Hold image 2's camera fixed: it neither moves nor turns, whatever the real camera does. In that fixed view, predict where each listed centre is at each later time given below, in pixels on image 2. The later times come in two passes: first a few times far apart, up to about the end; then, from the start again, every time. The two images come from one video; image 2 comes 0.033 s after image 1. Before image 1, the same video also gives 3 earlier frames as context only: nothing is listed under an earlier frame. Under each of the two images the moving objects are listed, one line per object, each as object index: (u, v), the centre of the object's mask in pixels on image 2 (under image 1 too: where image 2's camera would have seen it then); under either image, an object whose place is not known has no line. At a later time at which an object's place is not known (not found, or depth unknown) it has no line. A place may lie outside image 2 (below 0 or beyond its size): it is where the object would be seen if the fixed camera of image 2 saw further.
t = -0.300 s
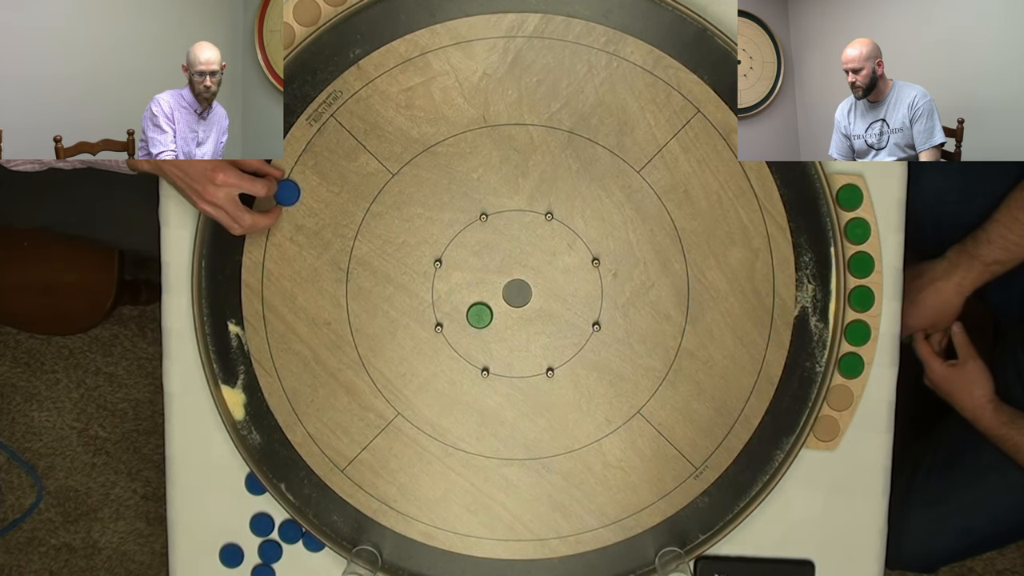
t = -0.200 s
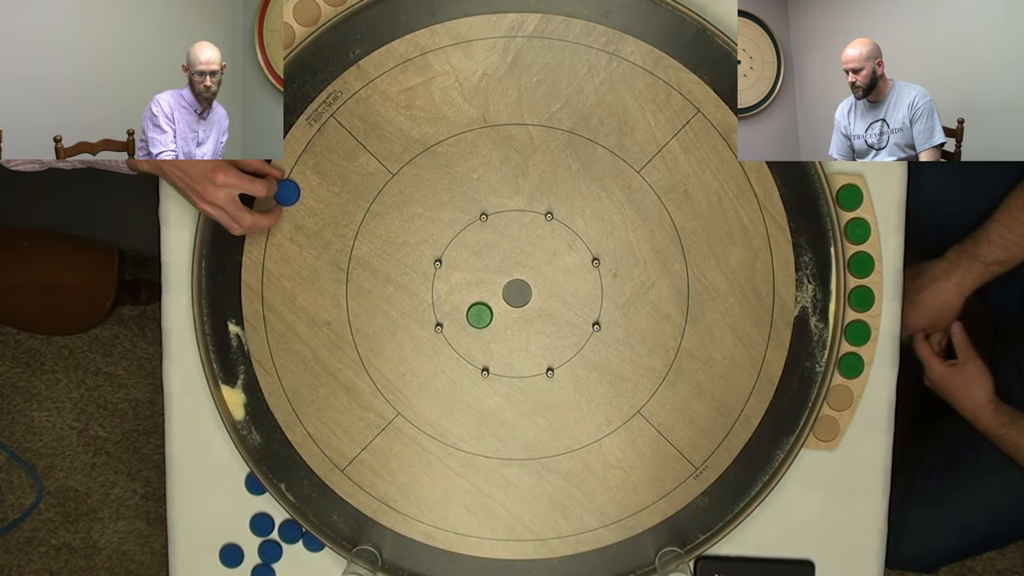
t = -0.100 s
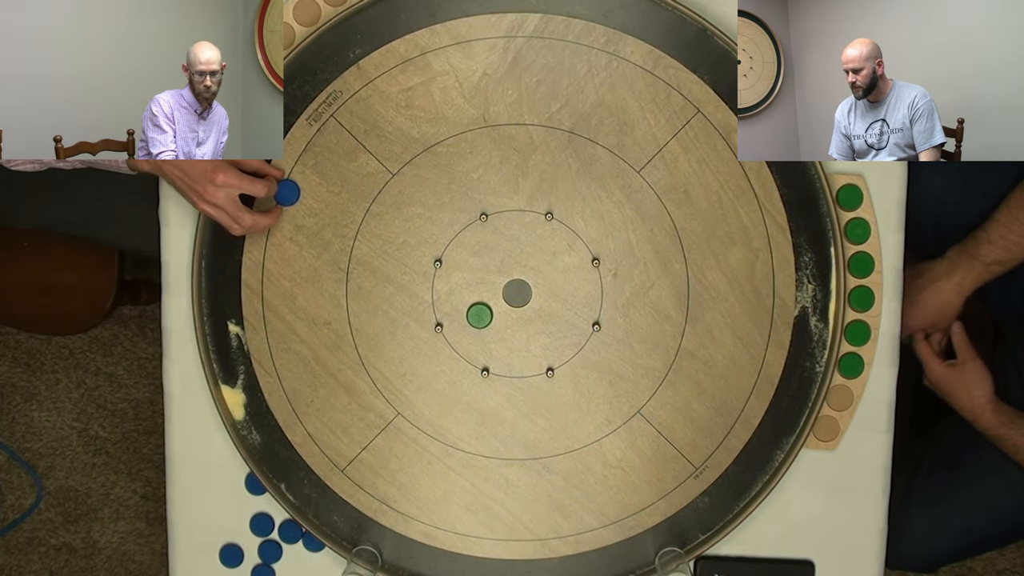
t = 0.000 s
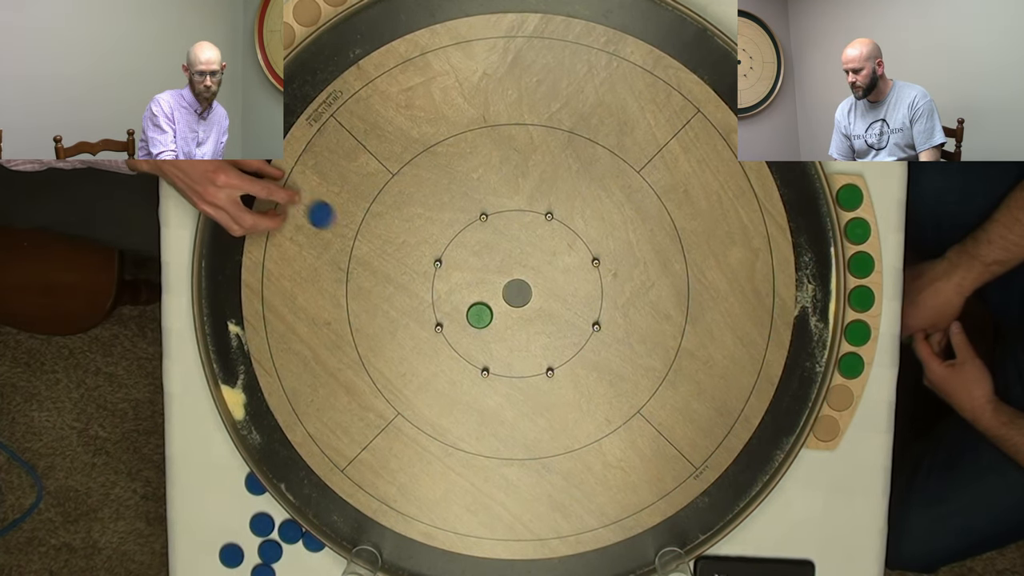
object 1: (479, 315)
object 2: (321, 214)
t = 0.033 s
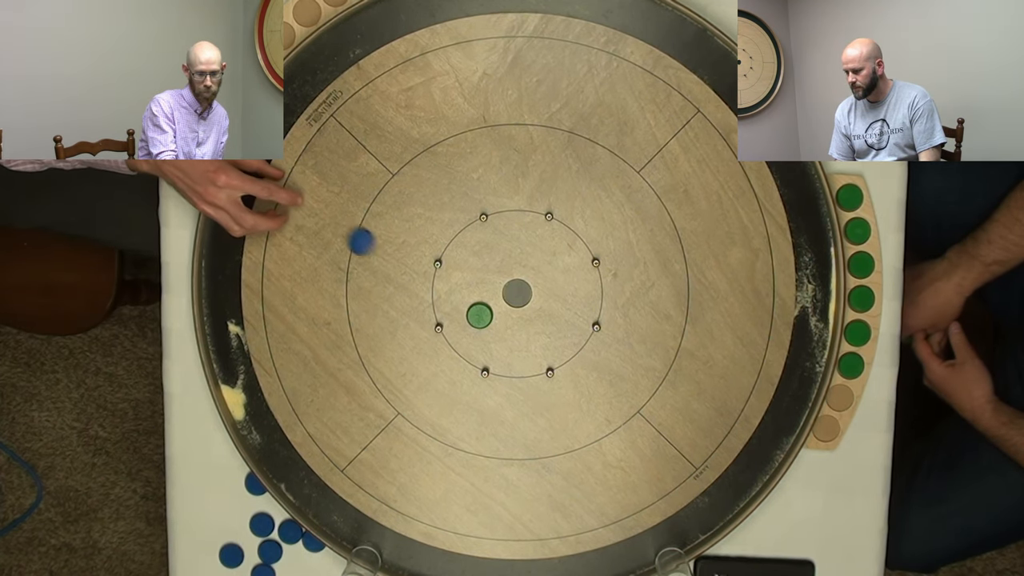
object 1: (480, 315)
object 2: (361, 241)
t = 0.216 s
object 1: (578, 366)
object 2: (462, 319)
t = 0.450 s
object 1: (760, 460)
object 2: (463, 322)
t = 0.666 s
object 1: (760, 453)
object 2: (463, 322)
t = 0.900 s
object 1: (768, 459)
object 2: (463, 322)
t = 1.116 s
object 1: (768, 459)
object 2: (463, 322)
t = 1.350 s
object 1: (768, 459)
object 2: (463, 322)
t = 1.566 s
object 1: (768, 459)
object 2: (463, 322)
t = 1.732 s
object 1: (768, 458)
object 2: (463, 322)
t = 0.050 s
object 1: (479, 315)
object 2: (380, 254)
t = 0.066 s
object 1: (480, 315)
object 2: (399, 267)
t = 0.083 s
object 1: (479, 315)
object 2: (419, 280)
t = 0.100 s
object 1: (480, 315)
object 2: (439, 293)
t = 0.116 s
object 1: (480, 316)
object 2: (455, 304)
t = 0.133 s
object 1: (498, 325)
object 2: (456, 307)
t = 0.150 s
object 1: (514, 333)
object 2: (458, 310)
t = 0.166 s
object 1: (531, 341)
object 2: (459, 313)
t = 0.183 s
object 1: (547, 350)
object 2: (460, 315)
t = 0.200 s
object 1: (562, 358)
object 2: (461, 317)
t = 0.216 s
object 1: (578, 366)
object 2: (462, 319)
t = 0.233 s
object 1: (592, 373)
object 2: (462, 320)
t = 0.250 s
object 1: (607, 381)
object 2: (463, 321)
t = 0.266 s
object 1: (621, 388)
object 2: (463, 322)
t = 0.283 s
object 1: (635, 395)
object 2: (463, 322)
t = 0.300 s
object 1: (649, 402)
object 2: (463, 322)
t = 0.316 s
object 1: (662, 410)
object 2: (463, 322)
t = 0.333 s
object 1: (676, 416)
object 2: (463, 322)
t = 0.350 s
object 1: (689, 423)
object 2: (463, 322)
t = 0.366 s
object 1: (702, 430)
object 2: (463, 322)
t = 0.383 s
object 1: (714, 436)
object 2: (463, 322)
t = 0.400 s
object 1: (726, 443)
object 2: (463, 322)
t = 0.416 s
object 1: (738, 449)
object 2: (463, 322)
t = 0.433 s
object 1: (749, 455)
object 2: (463, 322)
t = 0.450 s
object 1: (760, 460)
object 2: (463, 322)
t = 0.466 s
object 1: (762, 461)
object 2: (463, 322)
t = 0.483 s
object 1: (757, 455)
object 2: (463, 322)
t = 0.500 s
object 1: (754, 453)
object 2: (463, 322)
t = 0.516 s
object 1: (758, 455)
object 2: (463, 322)
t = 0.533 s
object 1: (762, 458)
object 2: (463, 322)
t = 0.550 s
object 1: (767, 460)
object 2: (463, 323)
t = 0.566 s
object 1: (765, 458)
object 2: (463, 323)
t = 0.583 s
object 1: (762, 455)
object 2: (463, 322)
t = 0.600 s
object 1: (759, 453)
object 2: (463, 322)
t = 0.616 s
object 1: (756, 451)
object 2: (463, 322)
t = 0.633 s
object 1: (756, 451)
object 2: (463, 323)
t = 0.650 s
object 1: (758, 452)
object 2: (463, 323)
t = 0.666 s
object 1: (760, 453)
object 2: (463, 322)
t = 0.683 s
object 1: (761, 454)
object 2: (463, 322)
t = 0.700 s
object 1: (763, 455)
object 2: (463, 322)
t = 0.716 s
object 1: (764, 456)
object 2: (463, 323)
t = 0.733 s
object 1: (765, 457)
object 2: (463, 323)
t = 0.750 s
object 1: (766, 458)
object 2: (463, 323)
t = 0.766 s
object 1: (767, 458)
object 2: (463, 322)
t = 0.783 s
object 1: (767, 459)
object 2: (463, 323)
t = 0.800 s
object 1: (768, 459)
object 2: (463, 323)
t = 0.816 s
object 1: (768, 459)
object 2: (463, 323)
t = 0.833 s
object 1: (768, 459)
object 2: (463, 323)
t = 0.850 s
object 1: (768, 459)
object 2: (463, 322)
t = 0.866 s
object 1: (768, 459)
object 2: (463, 322)
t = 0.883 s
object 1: (768, 459)
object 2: (463, 322)
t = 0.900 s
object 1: (768, 459)
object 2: (463, 322)
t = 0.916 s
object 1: (768, 459)
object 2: (463, 322)
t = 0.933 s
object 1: (768, 459)
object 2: (463, 323)
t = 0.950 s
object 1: (768, 459)
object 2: (463, 323)
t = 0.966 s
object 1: (768, 459)
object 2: (463, 323)
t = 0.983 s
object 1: (768, 459)
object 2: (463, 323)
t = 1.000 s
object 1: (768, 459)
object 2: (463, 323)
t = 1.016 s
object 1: (768, 459)
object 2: (463, 323)
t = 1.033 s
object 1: (768, 459)
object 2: (463, 322)
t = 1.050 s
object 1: (768, 459)
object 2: (463, 323)
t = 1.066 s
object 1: (768, 459)
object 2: (463, 322)
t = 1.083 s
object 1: (768, 459)
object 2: (463, 323)
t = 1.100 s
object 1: (768, 459)
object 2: (463, 323)
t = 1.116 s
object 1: (768, 459)
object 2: (463, 322)
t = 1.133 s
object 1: (768, 459)
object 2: (463, 322)
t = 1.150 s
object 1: (768, 459)
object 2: (463, 323)
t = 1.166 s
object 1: (768, 459)
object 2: (463, 322)
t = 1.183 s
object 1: (768, 459)
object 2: (463, 322)
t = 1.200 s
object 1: (768, 459)
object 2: (463, 322)
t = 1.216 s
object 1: (768, 459)
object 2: (463, 323)
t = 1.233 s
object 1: (768, 459)
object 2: (463, 322)
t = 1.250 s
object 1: (768, 459)
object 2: (463, 322)
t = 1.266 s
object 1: (768, 459)
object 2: (463, 322)
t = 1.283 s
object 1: (768, 459)
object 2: (463, 323)
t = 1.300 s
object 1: (768, 459)
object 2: (463, 323)
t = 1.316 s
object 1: (768, 459)
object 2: (463, 322)
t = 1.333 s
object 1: (768, 459)
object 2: (463, 322)
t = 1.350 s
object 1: (768, 459)
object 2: (463, 322)
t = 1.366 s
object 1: (768, 459)
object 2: (463, 322)
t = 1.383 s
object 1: (768, 459)
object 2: (463, 323)
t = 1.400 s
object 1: (768, 459)
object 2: (463, 323)
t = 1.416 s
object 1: (768, 459)
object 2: (463, 322)
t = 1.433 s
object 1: (768, 459)
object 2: (463, 322)
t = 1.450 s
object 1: (768, 459)
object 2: (463, 322)
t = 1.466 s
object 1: (768, 459)
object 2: (463, 322)
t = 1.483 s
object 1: (768, 459)
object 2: (463, 323)
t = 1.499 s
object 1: (768, 459)
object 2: (463, 322)
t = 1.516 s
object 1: (768, 459)
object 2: (463, 322)
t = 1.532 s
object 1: (768, 459)
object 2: (463, 322)
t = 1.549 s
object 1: (768, 459)
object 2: (463, 322)
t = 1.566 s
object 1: (768, 459)
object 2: (463, 322)
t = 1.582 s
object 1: (768, 459)
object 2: (463, 322)
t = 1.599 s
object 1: (768, 458)
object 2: (463, 322)
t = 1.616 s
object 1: (768, 458)
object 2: (463, 322)
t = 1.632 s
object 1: (768, 459)
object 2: (463, 322)
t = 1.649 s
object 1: (768, 459)
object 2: (463, 322)
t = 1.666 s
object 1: (768, 458)
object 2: (463, 322)
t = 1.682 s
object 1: (768, 459)
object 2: (463, 322)
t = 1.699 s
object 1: (768, 458)
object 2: (463, 322)
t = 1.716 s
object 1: (768, 458)
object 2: (463, 322)
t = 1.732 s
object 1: (768, 458)
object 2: (463, 322)
